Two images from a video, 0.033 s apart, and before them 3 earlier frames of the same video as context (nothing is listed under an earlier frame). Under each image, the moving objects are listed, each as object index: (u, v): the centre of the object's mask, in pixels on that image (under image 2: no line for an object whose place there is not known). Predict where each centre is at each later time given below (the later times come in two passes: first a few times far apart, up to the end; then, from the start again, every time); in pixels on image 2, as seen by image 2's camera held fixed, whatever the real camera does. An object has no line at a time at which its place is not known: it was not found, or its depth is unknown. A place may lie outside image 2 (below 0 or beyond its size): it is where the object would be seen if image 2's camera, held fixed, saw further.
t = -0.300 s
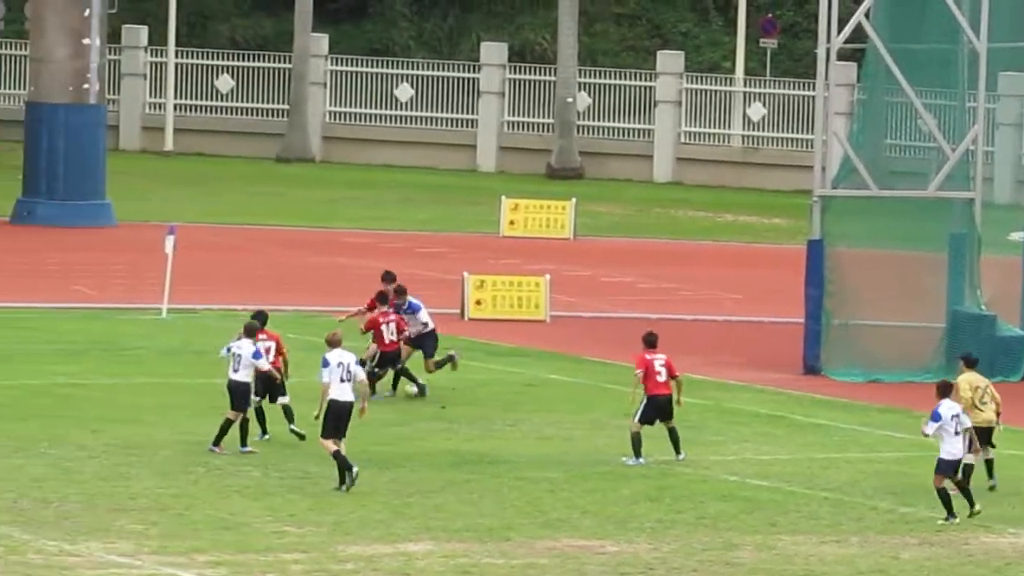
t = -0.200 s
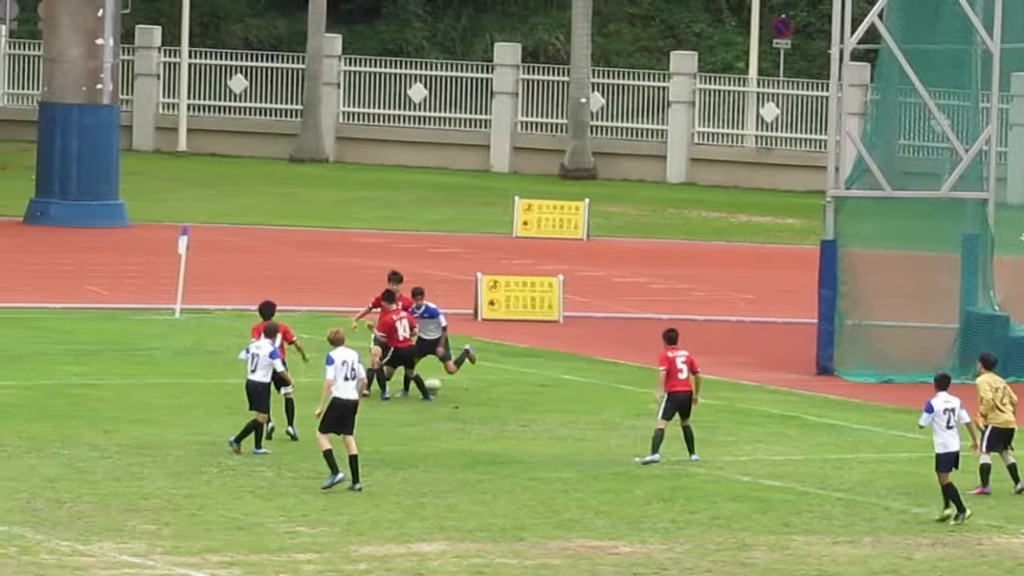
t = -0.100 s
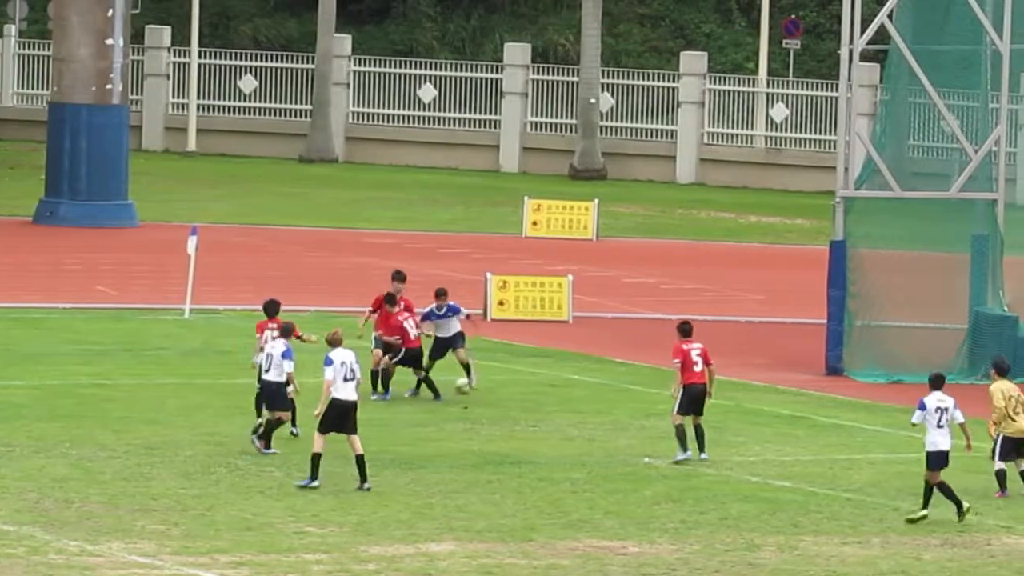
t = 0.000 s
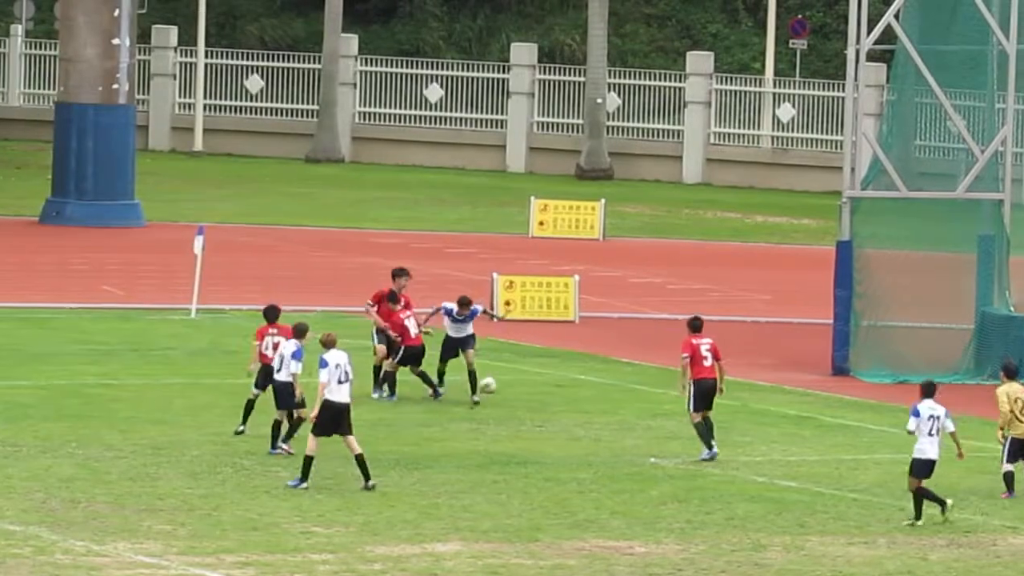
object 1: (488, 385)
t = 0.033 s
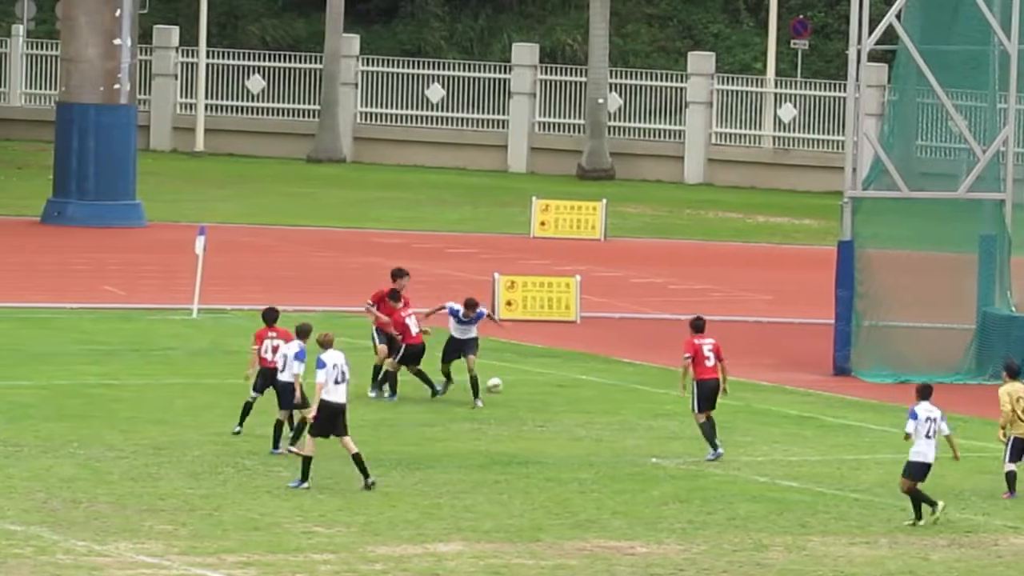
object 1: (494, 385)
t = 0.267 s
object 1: (525, 382)
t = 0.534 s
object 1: (557, 379)
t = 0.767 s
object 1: (582, 378)
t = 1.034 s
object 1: (611, 376)
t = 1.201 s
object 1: (628, 375)
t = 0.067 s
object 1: (499, 384)
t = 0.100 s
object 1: (504, 383)
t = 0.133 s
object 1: (508, 383)
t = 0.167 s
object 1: (512, 384)
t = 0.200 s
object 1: (517, 383)
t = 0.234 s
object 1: (521, 383)
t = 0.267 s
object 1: (525, 382)
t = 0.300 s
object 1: (530, 381)
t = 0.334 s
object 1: (534, 382)
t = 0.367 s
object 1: (538, 381)
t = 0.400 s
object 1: (541, 380)
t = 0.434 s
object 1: (545, 380)
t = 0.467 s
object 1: (550, 380)
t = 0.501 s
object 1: (553, 380)
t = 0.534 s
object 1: (557, 379)
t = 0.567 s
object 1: (562, 379)
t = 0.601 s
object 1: (565, 379)
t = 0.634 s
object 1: (567, 379)
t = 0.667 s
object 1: (572, 378)
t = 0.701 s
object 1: (576, 378)
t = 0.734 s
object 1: (579, 378)
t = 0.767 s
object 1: (582, 378)
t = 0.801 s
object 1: (586, 377)
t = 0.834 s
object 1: (590, 377)
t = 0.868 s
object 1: (593, 377)
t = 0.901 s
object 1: (597, 377)
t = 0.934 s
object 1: (600, 376)
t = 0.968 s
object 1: (603, 376)
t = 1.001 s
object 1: (607, 376)
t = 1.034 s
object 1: (611, 376)
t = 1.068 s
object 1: (614, 376)
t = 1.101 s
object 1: (617, 375)
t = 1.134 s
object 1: (621, 375)
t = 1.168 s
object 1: (624, 375)
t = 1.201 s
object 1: (628, 375)
